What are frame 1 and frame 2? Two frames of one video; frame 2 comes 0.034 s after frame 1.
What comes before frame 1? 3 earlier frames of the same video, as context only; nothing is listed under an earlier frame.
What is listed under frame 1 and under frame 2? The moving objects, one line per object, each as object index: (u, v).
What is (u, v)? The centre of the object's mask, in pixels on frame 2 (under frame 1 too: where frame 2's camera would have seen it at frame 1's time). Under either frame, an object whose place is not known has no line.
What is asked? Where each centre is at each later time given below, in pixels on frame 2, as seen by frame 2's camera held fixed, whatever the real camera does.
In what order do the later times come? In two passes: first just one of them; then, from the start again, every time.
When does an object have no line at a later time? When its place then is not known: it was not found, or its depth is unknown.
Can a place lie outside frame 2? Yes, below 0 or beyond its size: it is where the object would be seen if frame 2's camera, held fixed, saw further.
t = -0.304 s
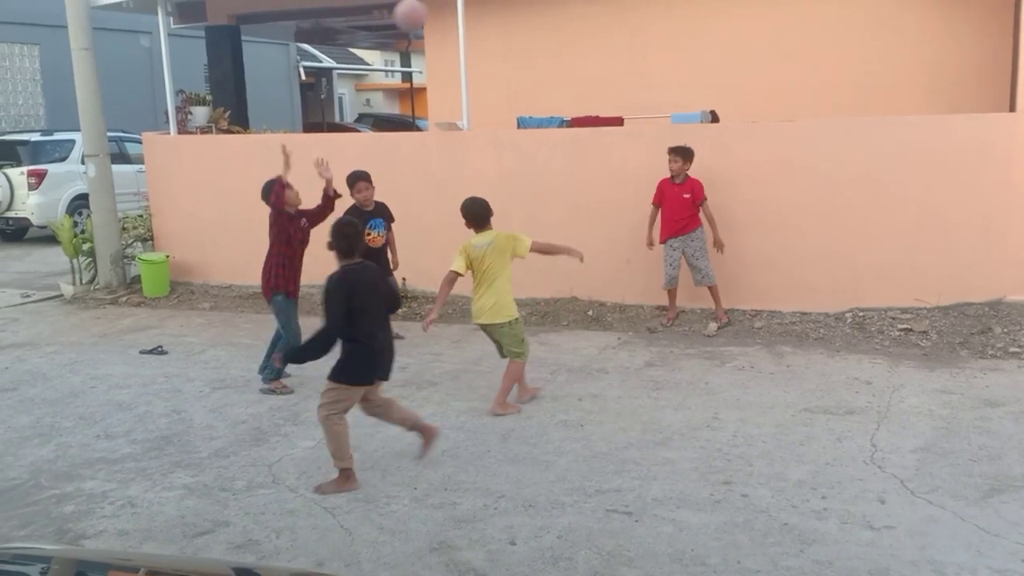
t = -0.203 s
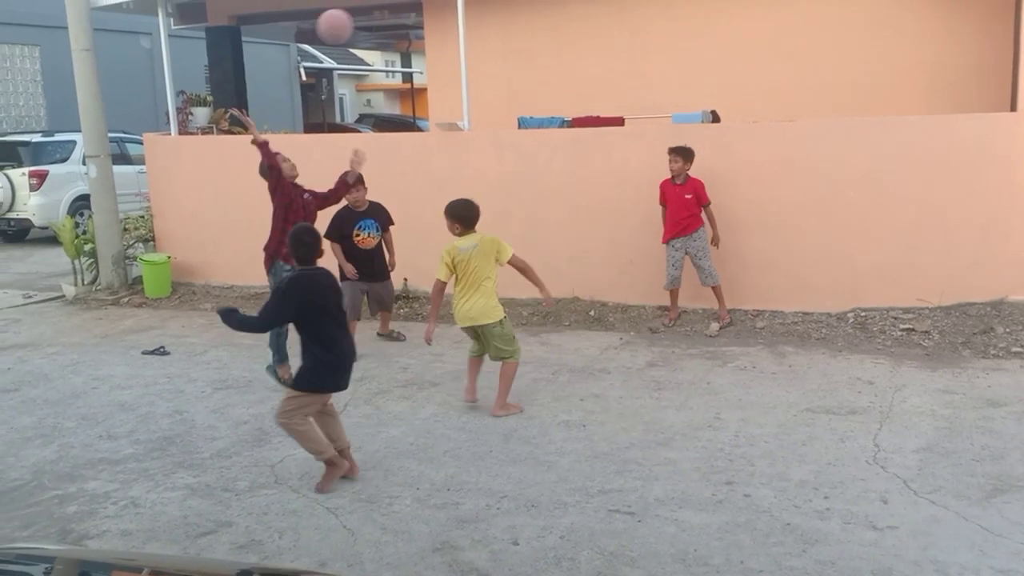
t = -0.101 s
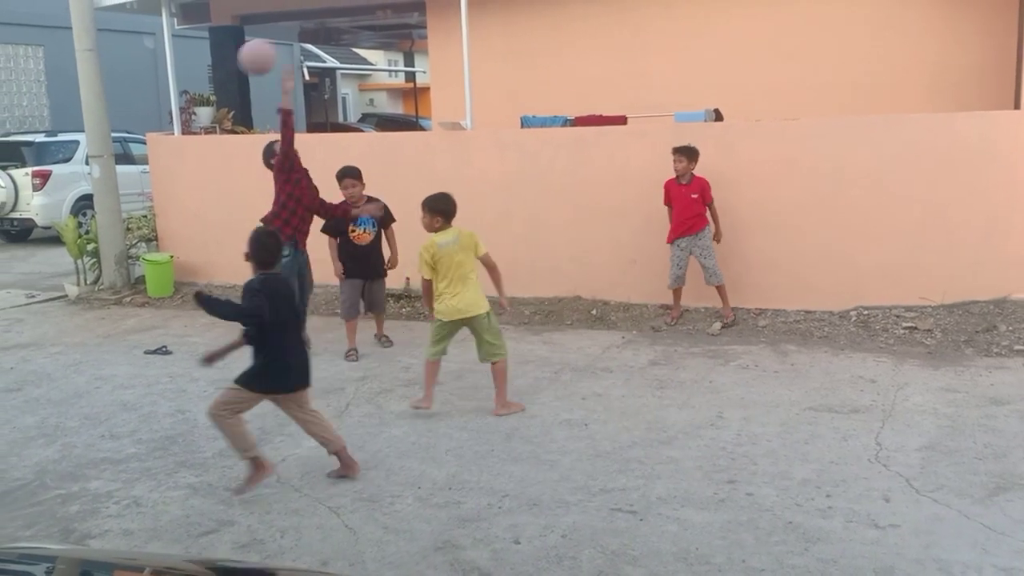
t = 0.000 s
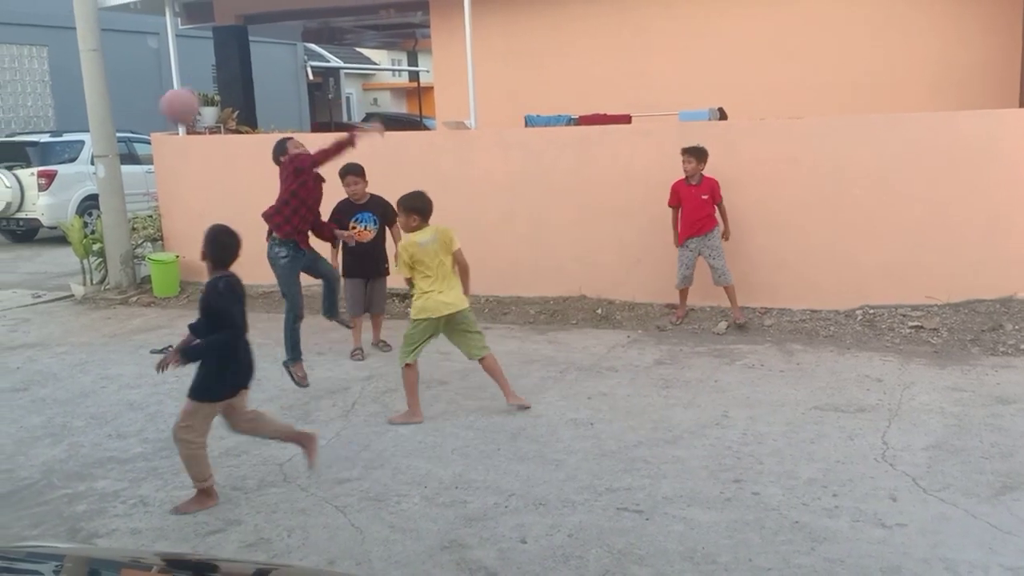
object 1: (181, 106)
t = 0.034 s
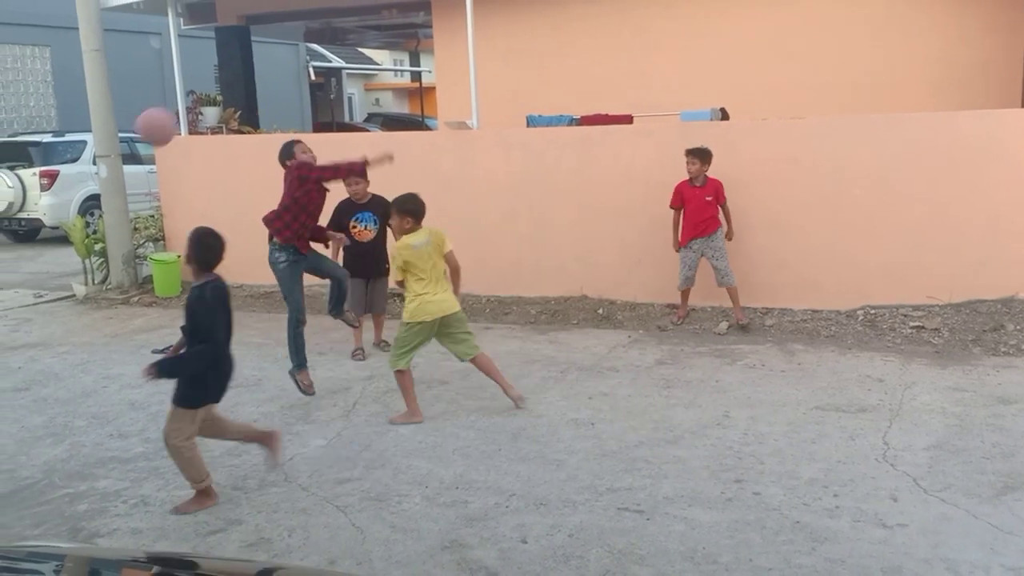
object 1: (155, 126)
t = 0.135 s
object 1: (74, 206)
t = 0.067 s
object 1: (128, 151)
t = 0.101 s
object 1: (102, 176)
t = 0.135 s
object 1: (74, 206)
